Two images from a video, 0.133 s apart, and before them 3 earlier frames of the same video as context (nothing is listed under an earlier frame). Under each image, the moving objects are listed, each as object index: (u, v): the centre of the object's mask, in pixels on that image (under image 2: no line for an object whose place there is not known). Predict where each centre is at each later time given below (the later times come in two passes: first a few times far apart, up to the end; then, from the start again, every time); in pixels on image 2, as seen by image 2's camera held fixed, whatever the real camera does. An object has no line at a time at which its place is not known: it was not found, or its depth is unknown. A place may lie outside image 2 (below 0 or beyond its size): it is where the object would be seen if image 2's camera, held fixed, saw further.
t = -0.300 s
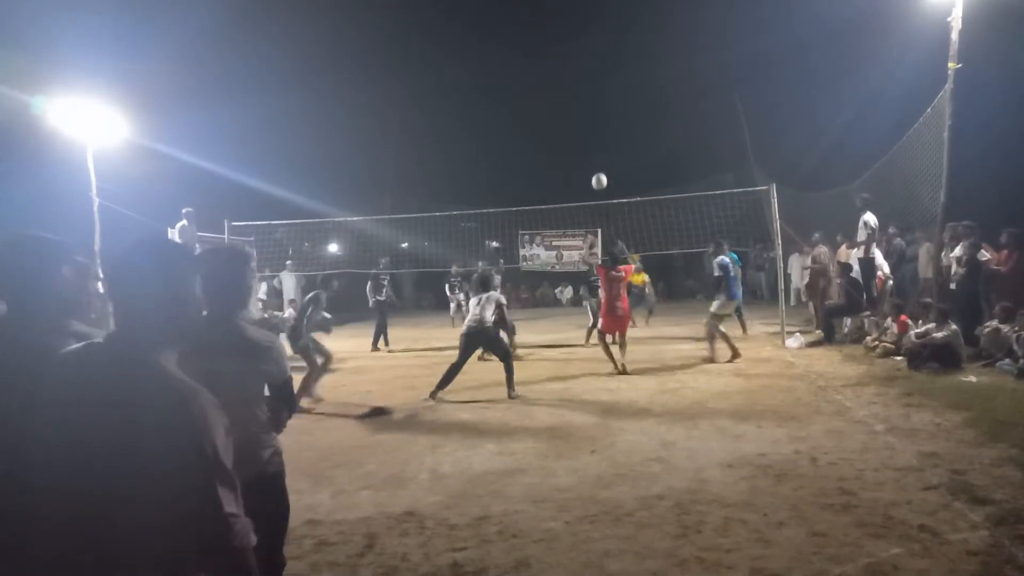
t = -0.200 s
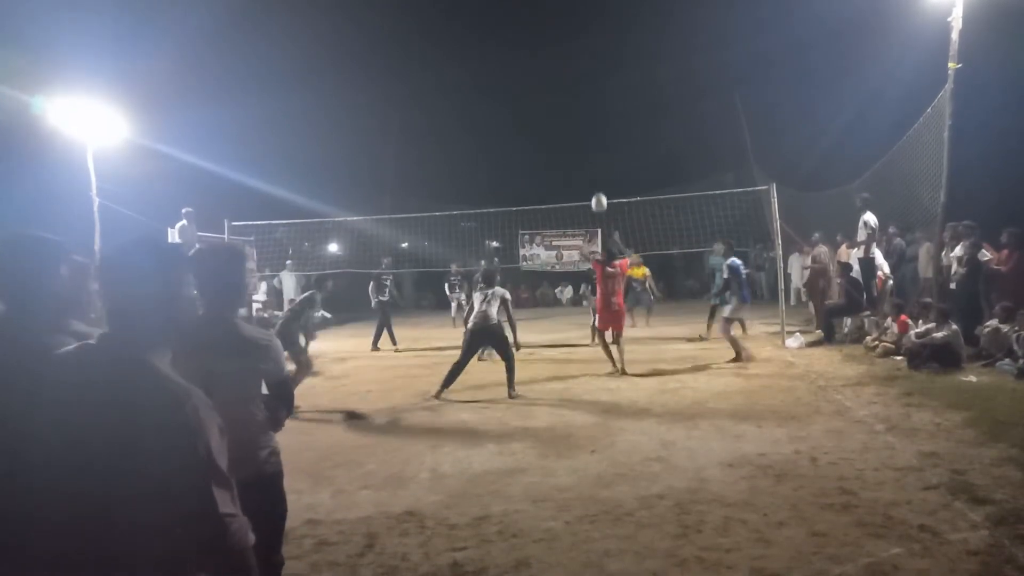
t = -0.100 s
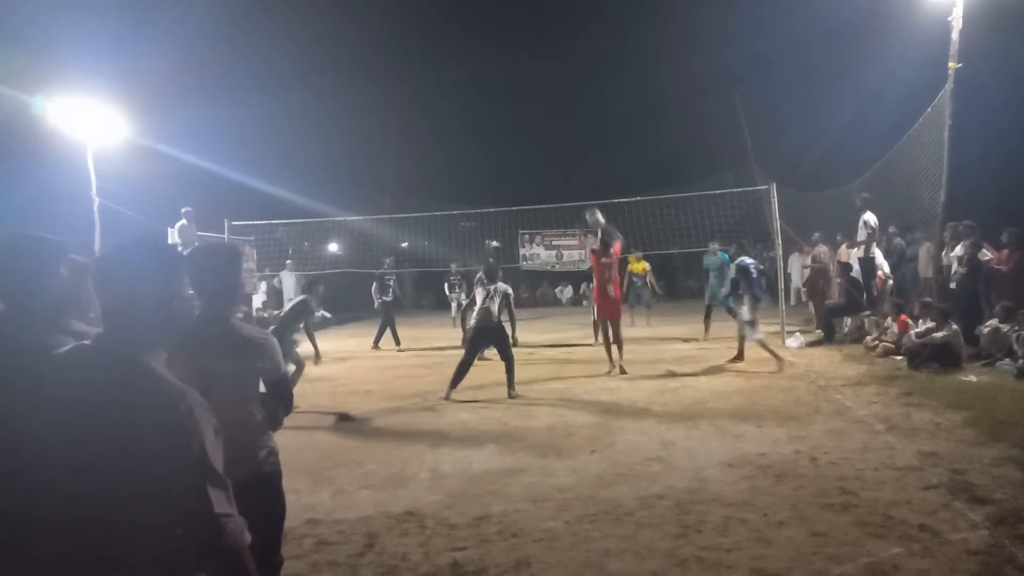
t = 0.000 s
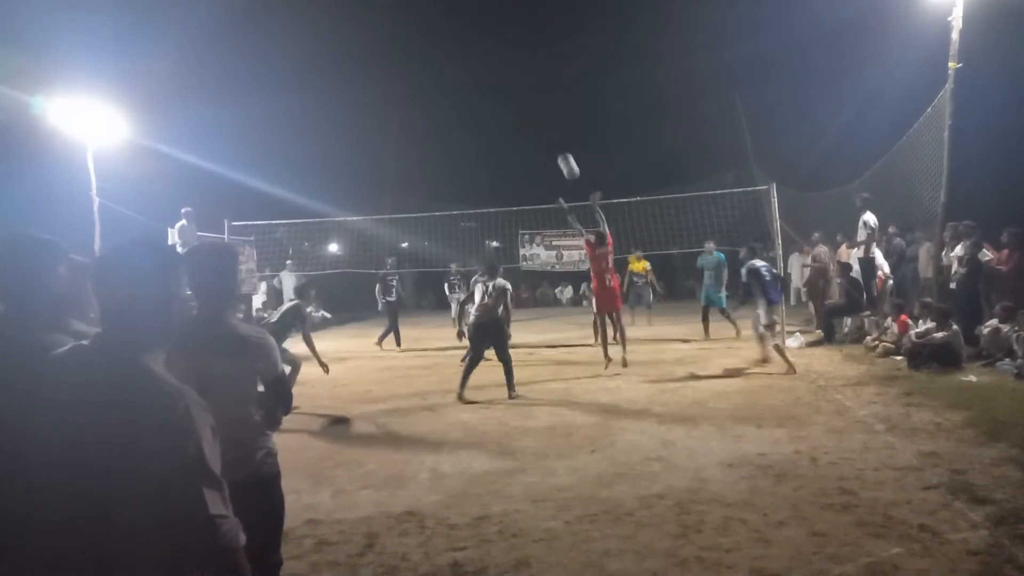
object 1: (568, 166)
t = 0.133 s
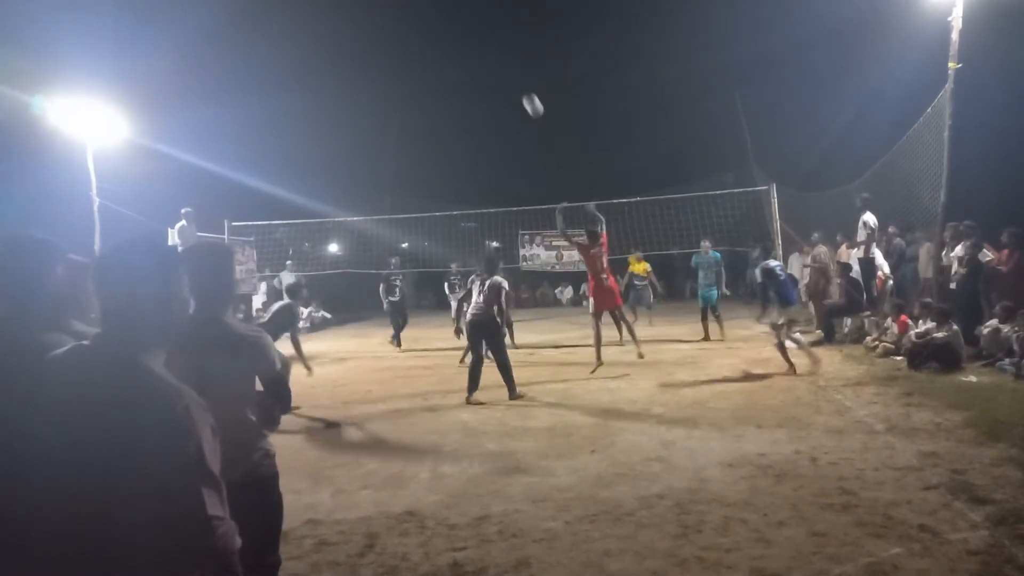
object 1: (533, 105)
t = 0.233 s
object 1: (507, 69)
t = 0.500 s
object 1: (444, 12)
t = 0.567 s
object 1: (428, 6)
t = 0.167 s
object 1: (524, 93)
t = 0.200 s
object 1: (515, 80)
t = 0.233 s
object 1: (507, 69)
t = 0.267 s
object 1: (499, 59)
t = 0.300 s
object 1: (490, 49)
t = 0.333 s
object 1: (482, 40)
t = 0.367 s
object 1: (474, 33)
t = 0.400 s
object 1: (467, 27)
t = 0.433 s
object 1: (458, 20)
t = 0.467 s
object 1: (451, 16)
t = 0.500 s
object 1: (444, 12)
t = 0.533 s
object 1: (436, 8)
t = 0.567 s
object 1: (428, 6)
